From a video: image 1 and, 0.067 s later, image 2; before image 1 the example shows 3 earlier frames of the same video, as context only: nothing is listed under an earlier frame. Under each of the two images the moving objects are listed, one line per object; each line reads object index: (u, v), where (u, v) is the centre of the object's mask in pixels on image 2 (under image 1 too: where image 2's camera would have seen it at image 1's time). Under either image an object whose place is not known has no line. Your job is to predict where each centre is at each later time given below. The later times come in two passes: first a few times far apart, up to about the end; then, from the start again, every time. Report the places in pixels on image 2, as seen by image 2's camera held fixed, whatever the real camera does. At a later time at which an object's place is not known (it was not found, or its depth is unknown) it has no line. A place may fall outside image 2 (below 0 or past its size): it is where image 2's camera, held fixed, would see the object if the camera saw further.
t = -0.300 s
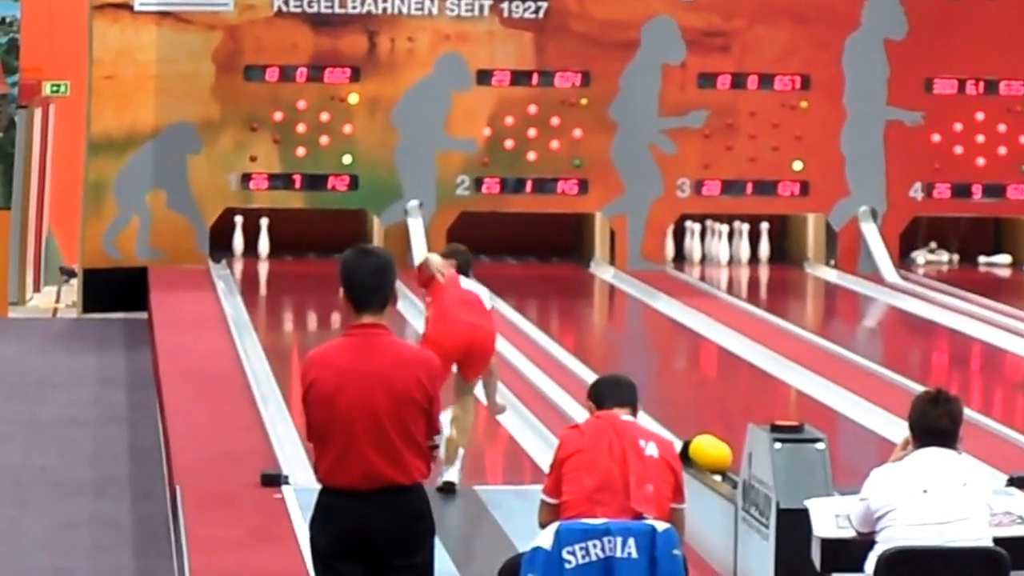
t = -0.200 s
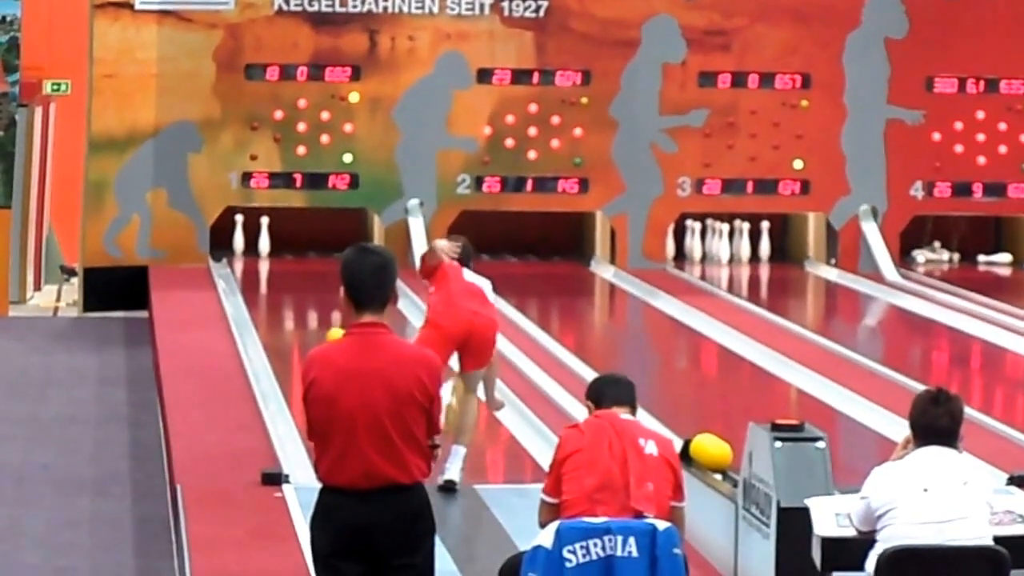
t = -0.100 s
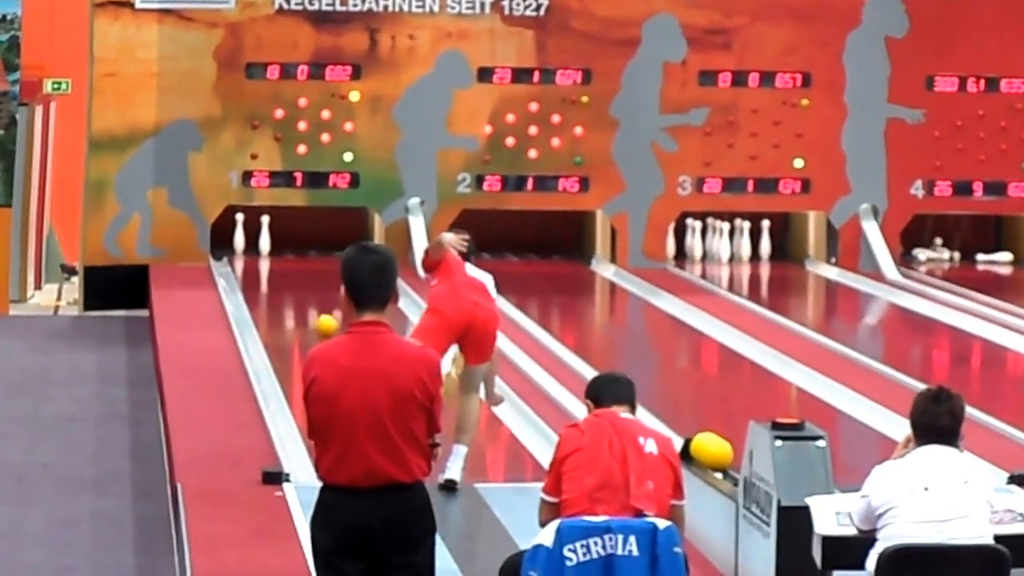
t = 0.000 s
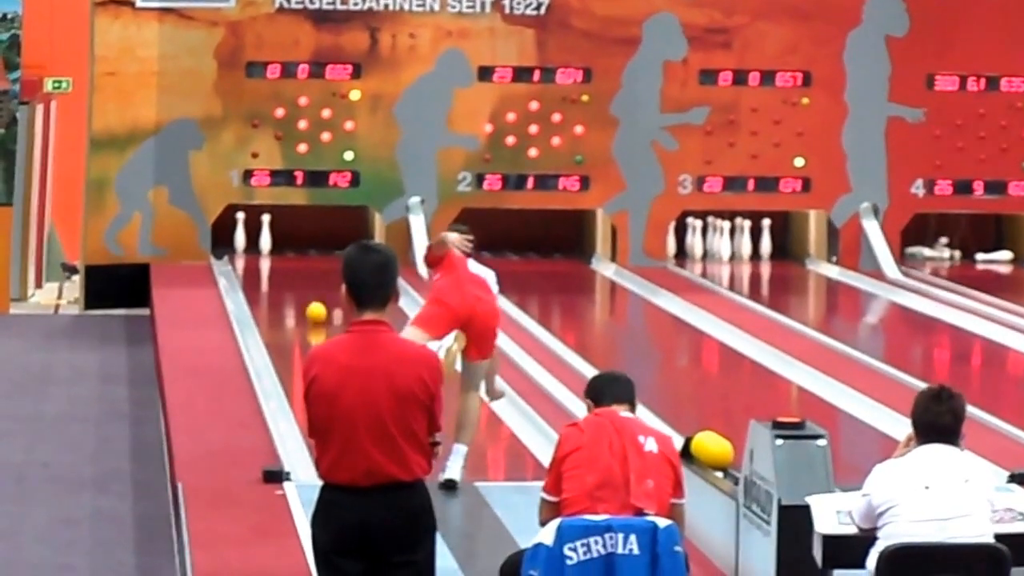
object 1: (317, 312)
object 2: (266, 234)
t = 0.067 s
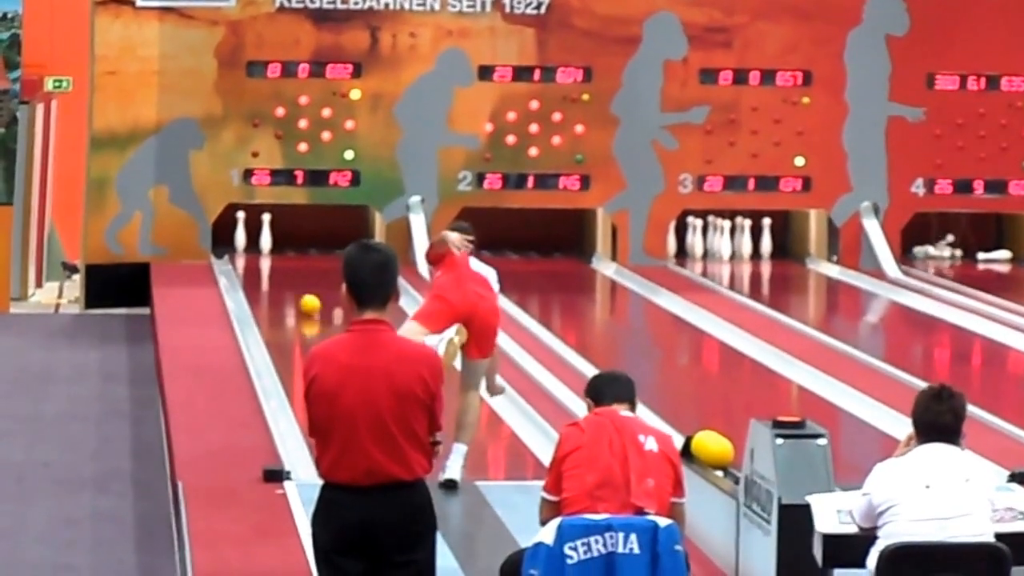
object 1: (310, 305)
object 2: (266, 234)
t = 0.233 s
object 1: (295, 288)
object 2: (266, 234)
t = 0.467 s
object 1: (276, 268)
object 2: (266, 234)
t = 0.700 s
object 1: (261, 251)
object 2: (266, 230)
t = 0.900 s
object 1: (252, 241)
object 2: (285, 235)
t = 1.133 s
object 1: (263, 243)
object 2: (344, 238)
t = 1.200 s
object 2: (343, 244)
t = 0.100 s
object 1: (306, 301)
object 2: (266, 234)
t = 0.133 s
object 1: (304, 298)
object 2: (266, 234)
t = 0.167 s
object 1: (300, 295)
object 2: (266, 234)
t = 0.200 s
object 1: (298, 291)
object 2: (266, 234)
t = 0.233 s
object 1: (295, 288)
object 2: (266, 234)
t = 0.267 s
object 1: (292, 285)
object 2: (266, 234)
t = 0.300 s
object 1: (289, 282)
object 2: (266, 234)
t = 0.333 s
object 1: (286, 279)
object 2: (266, 234)
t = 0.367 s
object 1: (284, 276)
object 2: (266, 234)
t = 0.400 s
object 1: (281, 274)
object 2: (266, 234)
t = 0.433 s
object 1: (279, 271)
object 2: (266, 234)
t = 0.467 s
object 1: (276, 268)
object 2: (266, 234)
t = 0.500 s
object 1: (275, 266)
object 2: (266, 234)
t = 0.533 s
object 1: (273, 263)
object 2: (266, 234)
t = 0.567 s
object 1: (270, 261)
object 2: (266, 233)
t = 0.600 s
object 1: (267, 258)
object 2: (266, 232)
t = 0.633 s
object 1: (265, 256)
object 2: (266, 232)
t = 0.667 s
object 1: (263, 254)
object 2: (266, 230)
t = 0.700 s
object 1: (261, 251)
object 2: (266, 230)
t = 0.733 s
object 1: (259, 249)
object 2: (267, 230)
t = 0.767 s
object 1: (257, 248)
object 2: (267, 231)
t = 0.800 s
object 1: (255, 246)
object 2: (267, 233)
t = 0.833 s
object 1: (252, 244)
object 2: (269, 235)
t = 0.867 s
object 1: (251, 242)
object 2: (278, 234)
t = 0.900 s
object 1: (252, 241)
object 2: (285, 235)
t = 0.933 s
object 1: (254, 240)
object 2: (293, 238)
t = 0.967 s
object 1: (256, 238)
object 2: (303, 237)
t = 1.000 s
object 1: (257, 238)
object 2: (312, 235)
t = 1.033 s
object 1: (259, 238)
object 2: (321, 234)
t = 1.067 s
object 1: (260, 238)
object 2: (329, 234)
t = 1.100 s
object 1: (262, 240)
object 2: (337, 236)
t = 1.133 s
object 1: (263, 243)
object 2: (344, 238)
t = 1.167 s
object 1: (265, 245)
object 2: (348, 242)
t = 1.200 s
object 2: (343, 244)
